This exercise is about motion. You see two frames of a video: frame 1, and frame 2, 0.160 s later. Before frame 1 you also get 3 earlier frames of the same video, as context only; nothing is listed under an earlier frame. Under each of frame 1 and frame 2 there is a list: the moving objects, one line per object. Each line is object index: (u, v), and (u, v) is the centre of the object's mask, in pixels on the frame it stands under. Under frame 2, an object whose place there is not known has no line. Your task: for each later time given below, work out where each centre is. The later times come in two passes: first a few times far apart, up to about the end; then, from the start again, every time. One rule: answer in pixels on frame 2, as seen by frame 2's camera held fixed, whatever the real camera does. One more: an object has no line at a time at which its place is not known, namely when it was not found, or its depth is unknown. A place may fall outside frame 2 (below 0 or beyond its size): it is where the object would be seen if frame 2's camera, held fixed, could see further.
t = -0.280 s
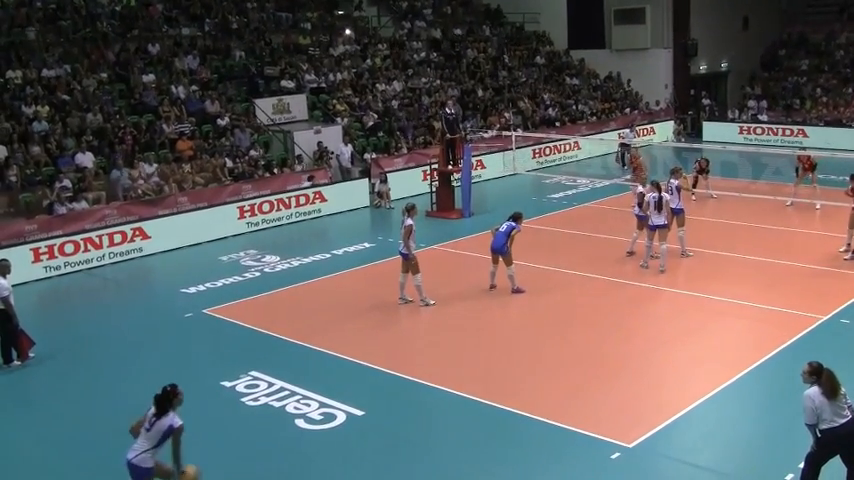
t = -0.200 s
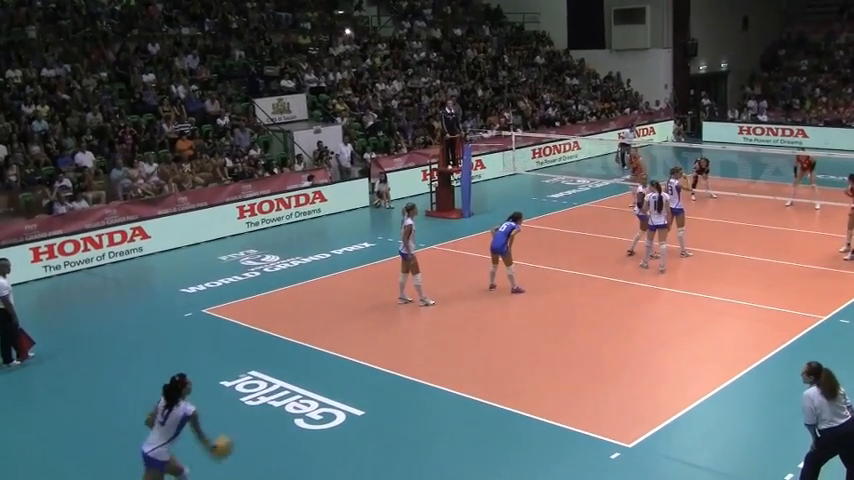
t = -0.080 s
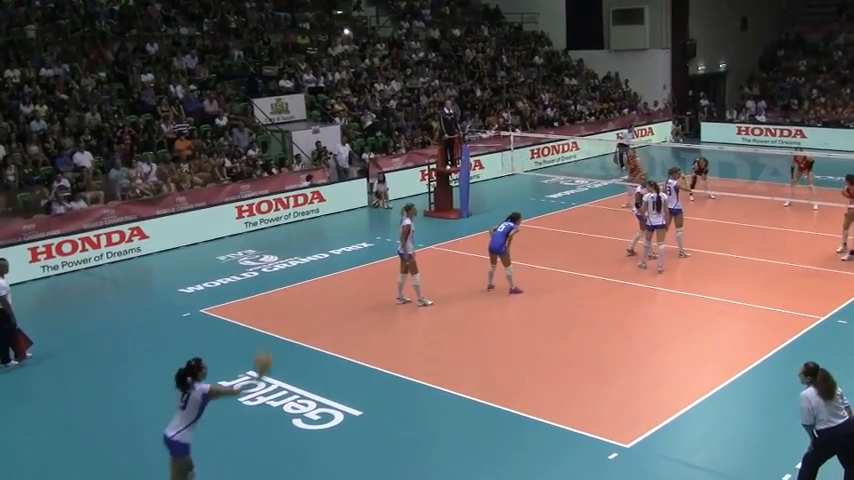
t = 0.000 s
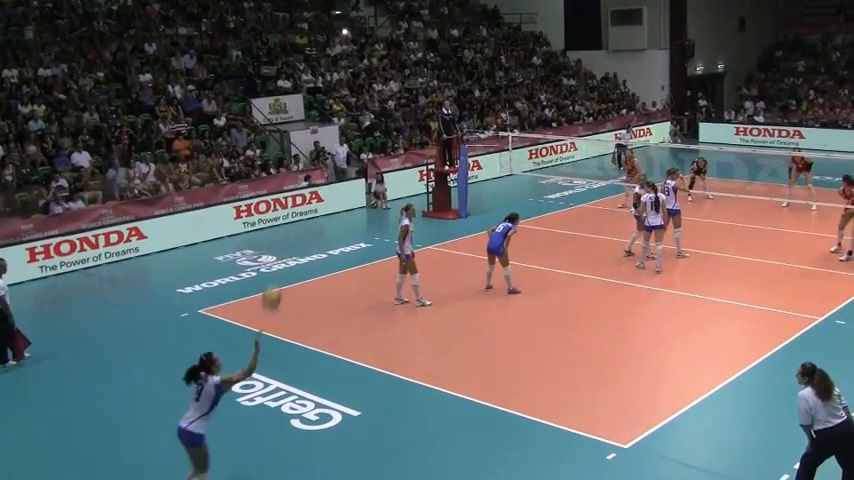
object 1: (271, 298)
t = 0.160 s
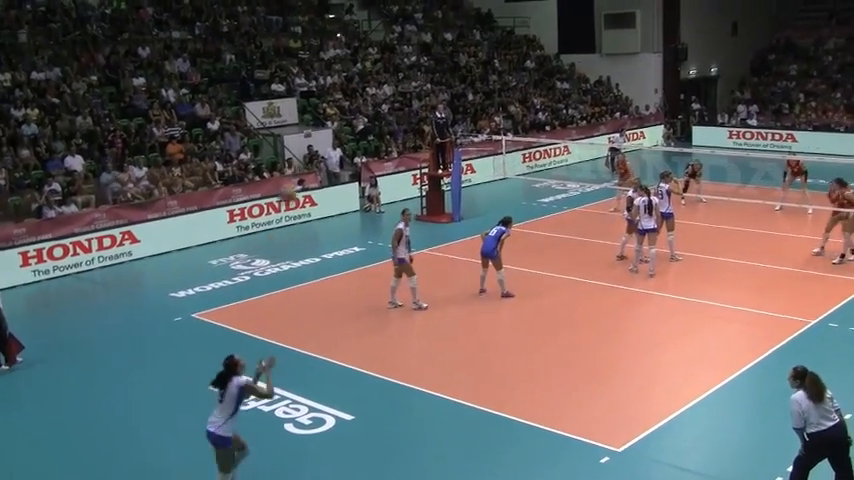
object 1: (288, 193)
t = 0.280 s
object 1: (305, 128)
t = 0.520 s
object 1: (340, 51)
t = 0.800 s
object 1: (380, 32)
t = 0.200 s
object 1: (293, 167)
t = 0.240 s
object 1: (298, 151)
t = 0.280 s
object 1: (305, 128)
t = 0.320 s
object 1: (310, 112)
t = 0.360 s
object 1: (316, 97)
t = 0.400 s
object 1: (321, 81)
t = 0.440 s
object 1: (328, 69)
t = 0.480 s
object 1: (334, 60)
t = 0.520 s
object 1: (340, 51)
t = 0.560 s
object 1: (346, 42)
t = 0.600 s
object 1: (351, 38)
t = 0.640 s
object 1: (357, 34)
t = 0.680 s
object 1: (363, 31)
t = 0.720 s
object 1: (369, 29)
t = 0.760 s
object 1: (375, 28)
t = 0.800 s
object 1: (380, 32)
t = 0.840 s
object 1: (386, 35)
